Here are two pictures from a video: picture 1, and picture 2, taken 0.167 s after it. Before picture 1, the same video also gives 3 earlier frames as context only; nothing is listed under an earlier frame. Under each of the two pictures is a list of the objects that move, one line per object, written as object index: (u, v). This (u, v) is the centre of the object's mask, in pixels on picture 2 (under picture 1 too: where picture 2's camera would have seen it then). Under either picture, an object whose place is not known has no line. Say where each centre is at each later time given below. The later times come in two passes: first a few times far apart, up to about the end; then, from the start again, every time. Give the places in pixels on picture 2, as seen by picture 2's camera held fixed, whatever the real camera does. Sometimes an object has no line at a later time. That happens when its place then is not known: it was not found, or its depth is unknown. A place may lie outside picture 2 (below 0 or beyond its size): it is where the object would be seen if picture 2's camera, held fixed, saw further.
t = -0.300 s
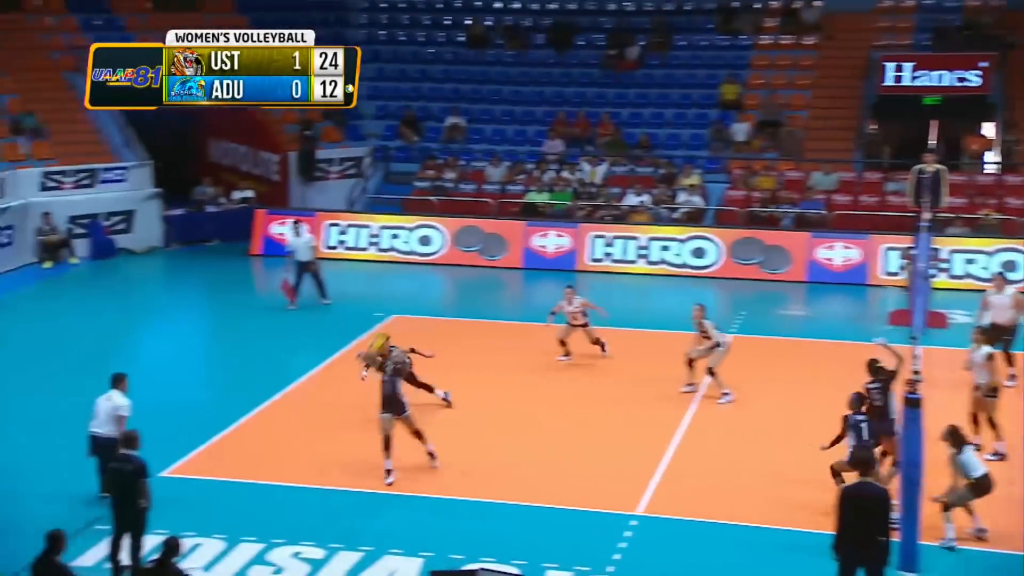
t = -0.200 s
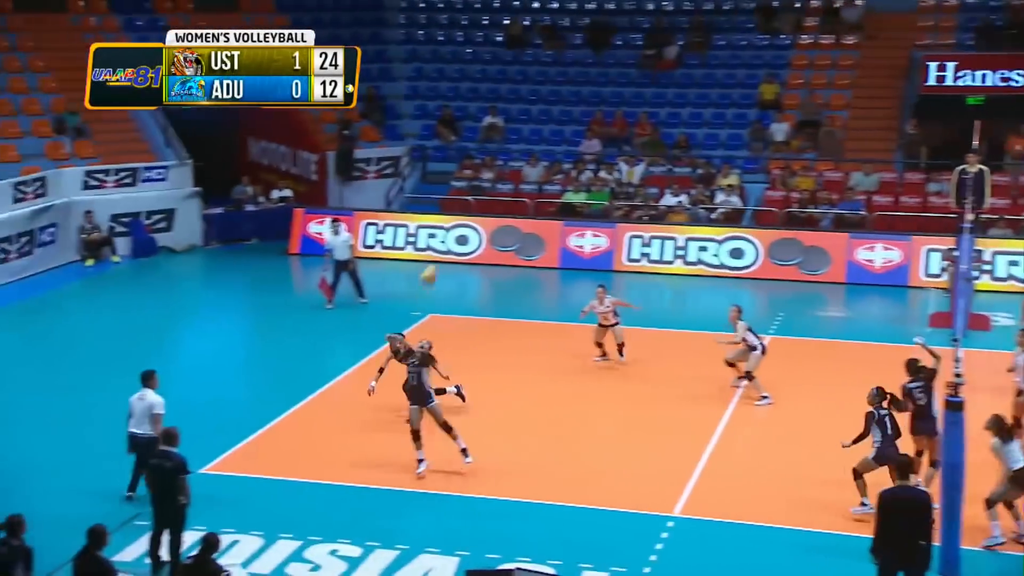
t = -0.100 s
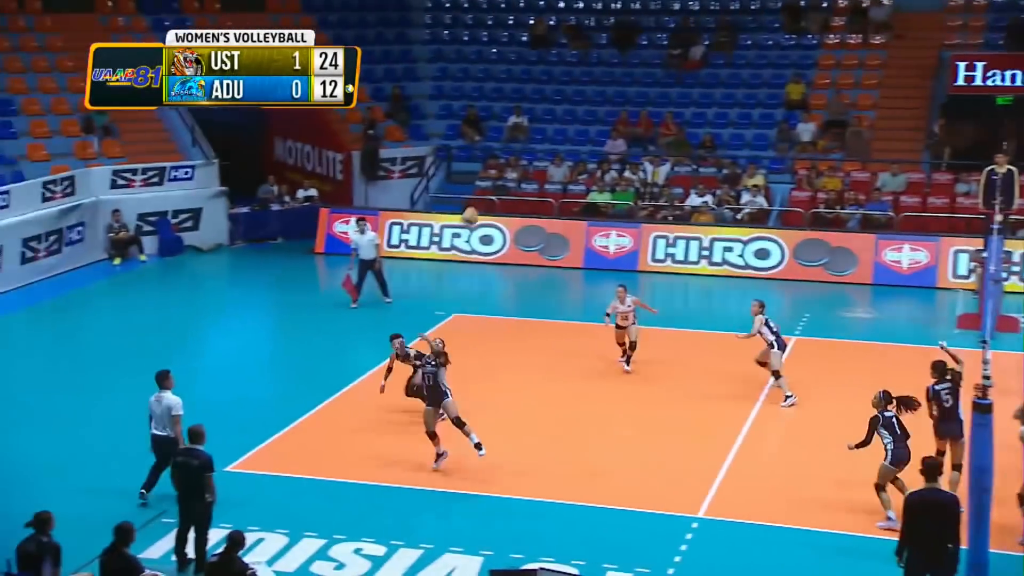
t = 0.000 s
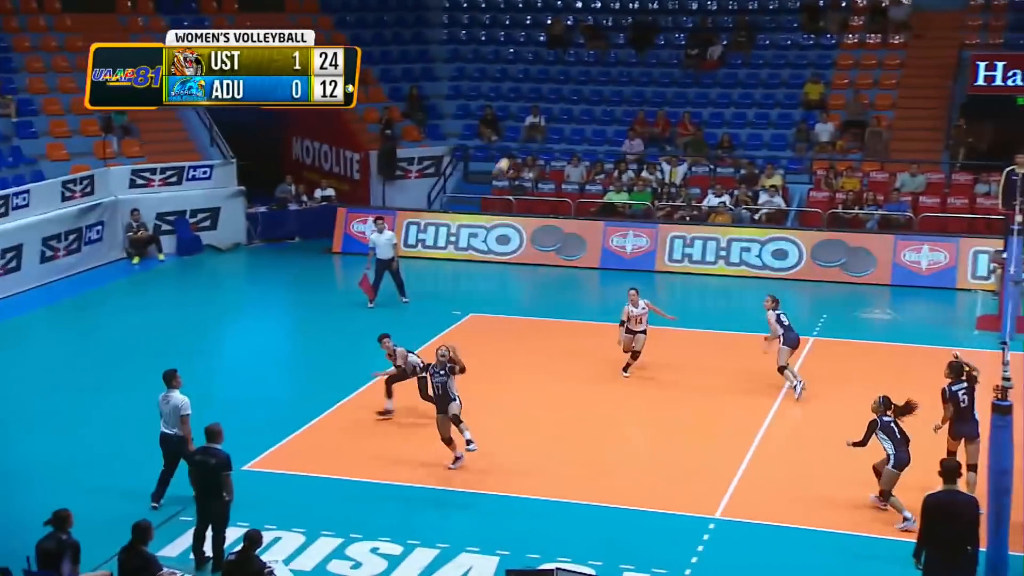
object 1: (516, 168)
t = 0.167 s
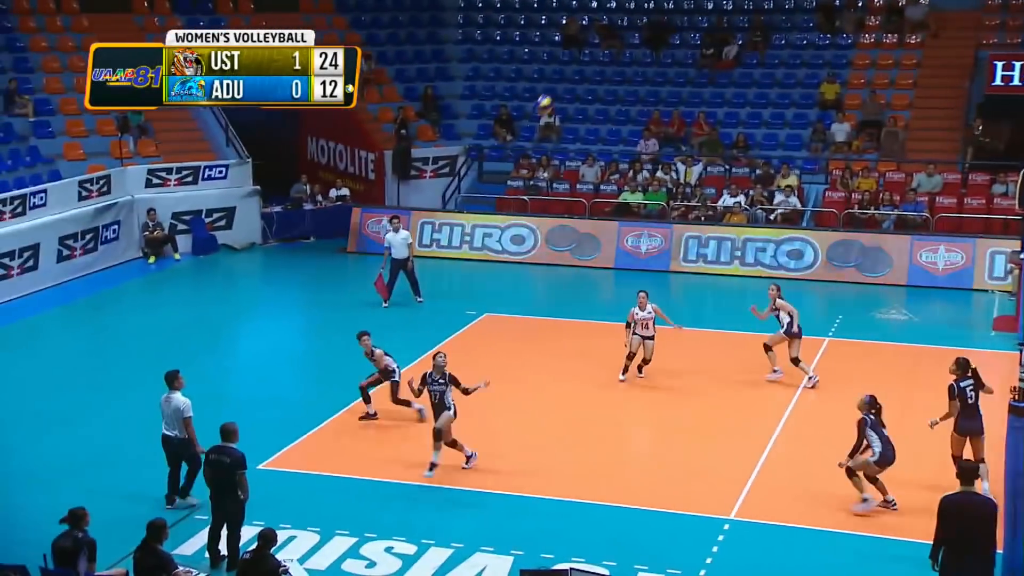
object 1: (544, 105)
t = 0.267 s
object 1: (558, 77)
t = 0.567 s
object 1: (603, 48)
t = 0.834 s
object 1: (640, 83)
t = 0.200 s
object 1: (549, 95)
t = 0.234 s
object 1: (554, 86)
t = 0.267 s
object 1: (558, 77)
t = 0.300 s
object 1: (564, 71)
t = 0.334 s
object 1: (569, 65)
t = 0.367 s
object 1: (574, 60)
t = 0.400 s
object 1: (579, 55)
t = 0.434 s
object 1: (584, 52)
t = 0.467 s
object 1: (588, 50)
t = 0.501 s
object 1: (593, 48)
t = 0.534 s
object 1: (598, 47)
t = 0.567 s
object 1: (603, 48)
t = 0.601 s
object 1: (607, 49)
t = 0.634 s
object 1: (612, 51)
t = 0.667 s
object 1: (617, 54)
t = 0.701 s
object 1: (622, 58)
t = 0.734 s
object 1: (626, 63)
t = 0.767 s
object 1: (630, 69)
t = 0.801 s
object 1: (635, 76)
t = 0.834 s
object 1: (640, 83)
